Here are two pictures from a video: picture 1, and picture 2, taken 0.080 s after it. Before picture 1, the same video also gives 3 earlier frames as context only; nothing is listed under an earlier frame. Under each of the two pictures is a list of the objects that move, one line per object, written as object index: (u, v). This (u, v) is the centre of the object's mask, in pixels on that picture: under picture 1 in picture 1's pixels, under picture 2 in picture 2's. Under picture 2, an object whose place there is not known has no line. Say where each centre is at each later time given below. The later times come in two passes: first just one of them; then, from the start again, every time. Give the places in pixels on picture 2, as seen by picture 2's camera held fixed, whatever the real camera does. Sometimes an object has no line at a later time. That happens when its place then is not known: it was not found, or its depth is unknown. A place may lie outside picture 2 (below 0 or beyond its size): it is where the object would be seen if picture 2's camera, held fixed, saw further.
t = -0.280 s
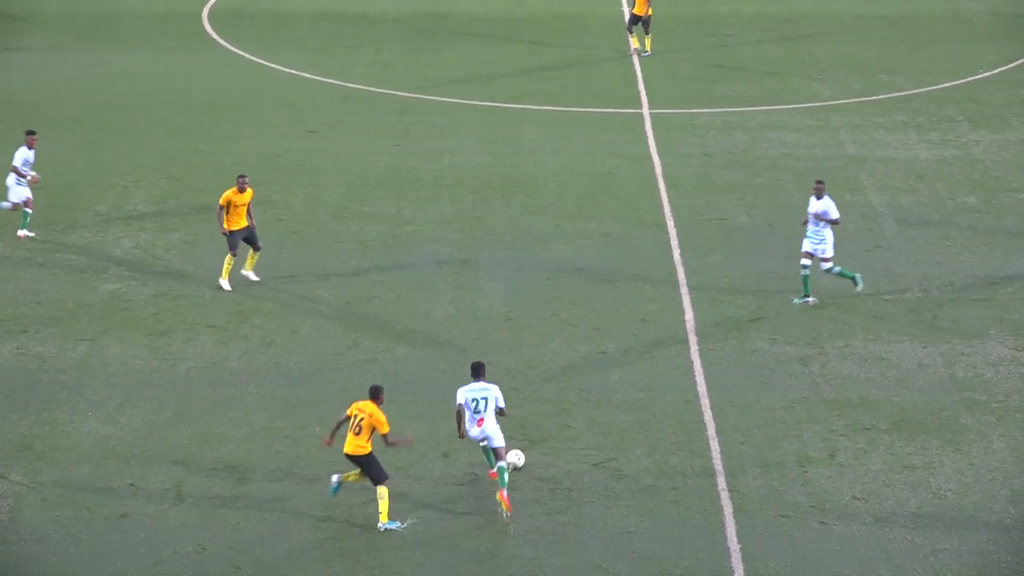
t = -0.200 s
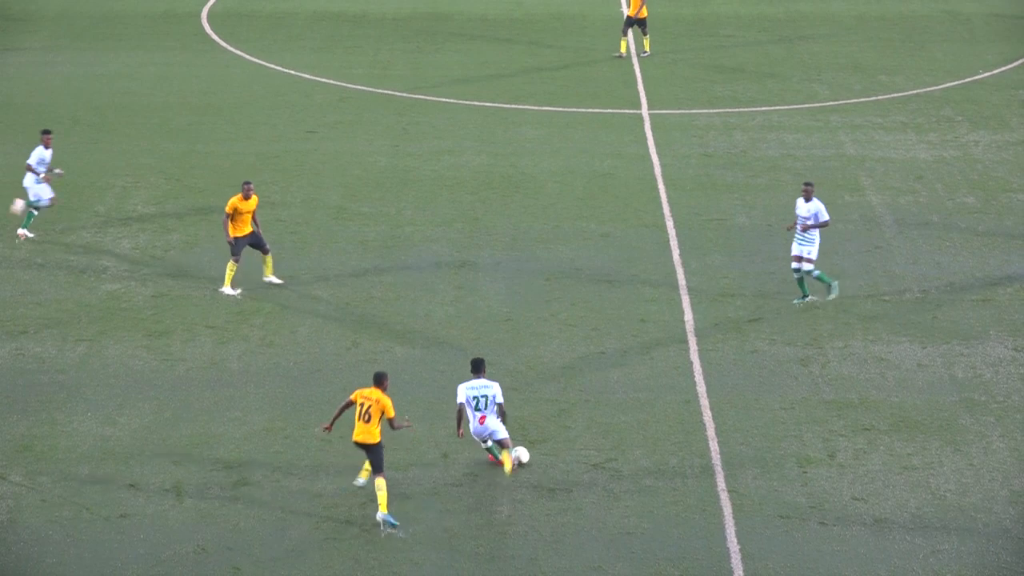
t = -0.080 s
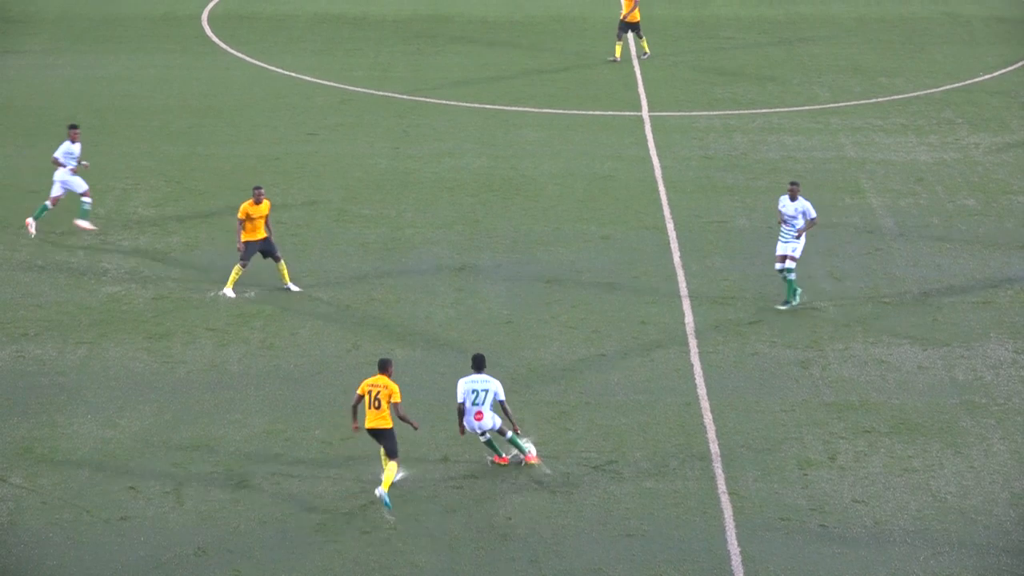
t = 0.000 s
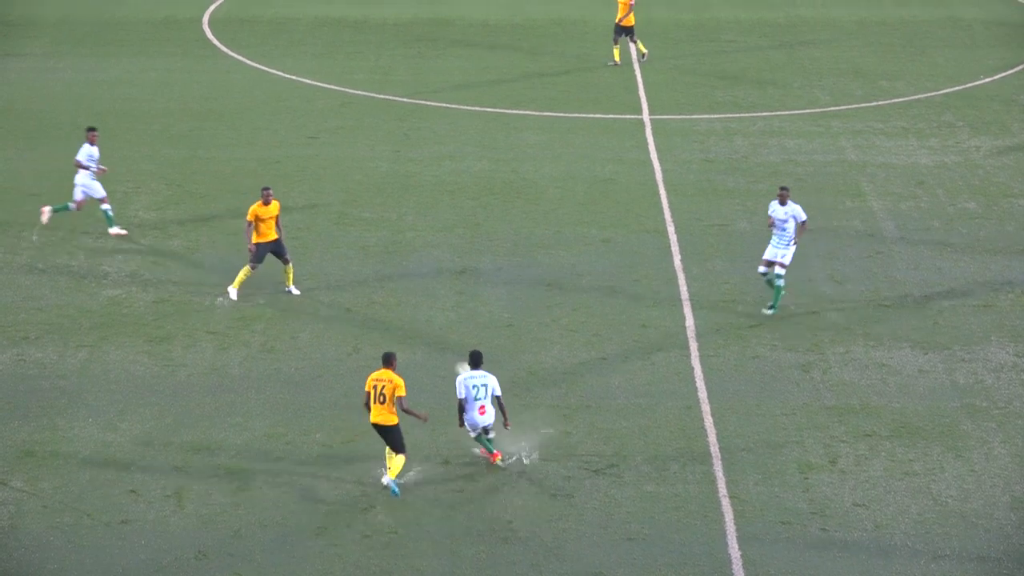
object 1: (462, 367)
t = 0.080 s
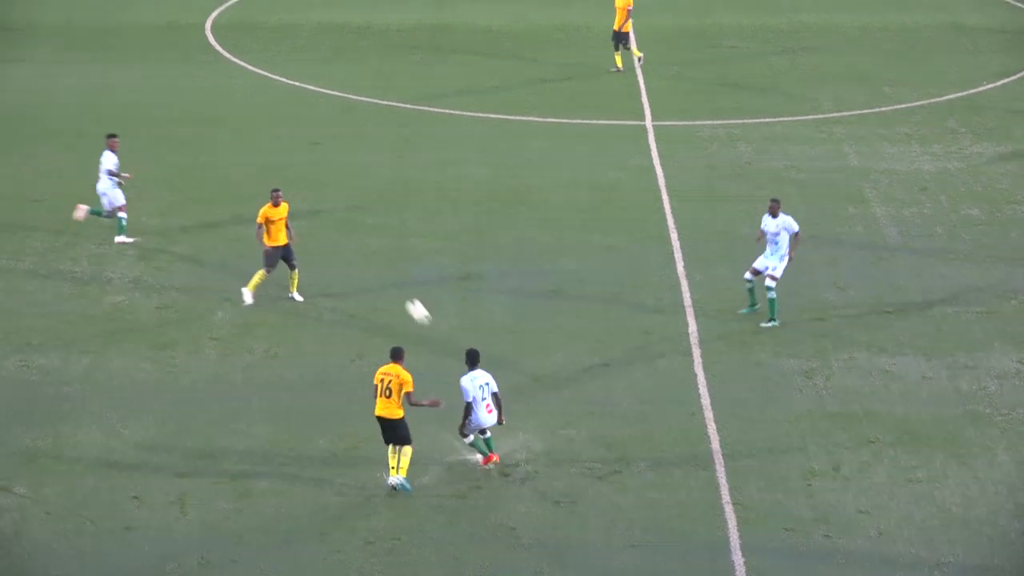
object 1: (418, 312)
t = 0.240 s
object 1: (326, 196)
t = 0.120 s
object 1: (392, 279)
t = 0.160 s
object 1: (369, 249)
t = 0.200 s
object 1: (347, 222)
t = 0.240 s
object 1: (326, 196)
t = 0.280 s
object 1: (305, 171)
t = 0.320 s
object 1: (286, 148)
